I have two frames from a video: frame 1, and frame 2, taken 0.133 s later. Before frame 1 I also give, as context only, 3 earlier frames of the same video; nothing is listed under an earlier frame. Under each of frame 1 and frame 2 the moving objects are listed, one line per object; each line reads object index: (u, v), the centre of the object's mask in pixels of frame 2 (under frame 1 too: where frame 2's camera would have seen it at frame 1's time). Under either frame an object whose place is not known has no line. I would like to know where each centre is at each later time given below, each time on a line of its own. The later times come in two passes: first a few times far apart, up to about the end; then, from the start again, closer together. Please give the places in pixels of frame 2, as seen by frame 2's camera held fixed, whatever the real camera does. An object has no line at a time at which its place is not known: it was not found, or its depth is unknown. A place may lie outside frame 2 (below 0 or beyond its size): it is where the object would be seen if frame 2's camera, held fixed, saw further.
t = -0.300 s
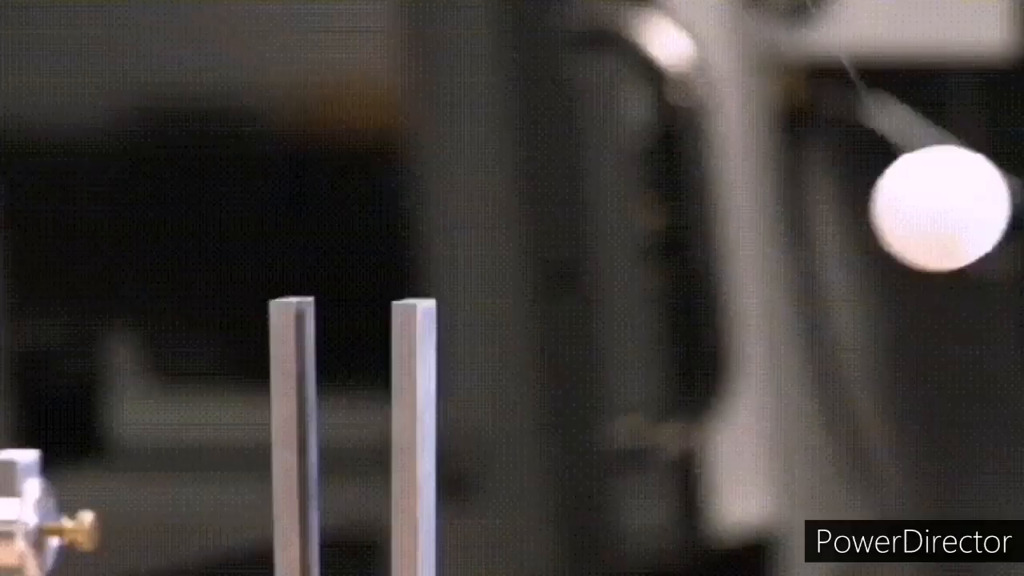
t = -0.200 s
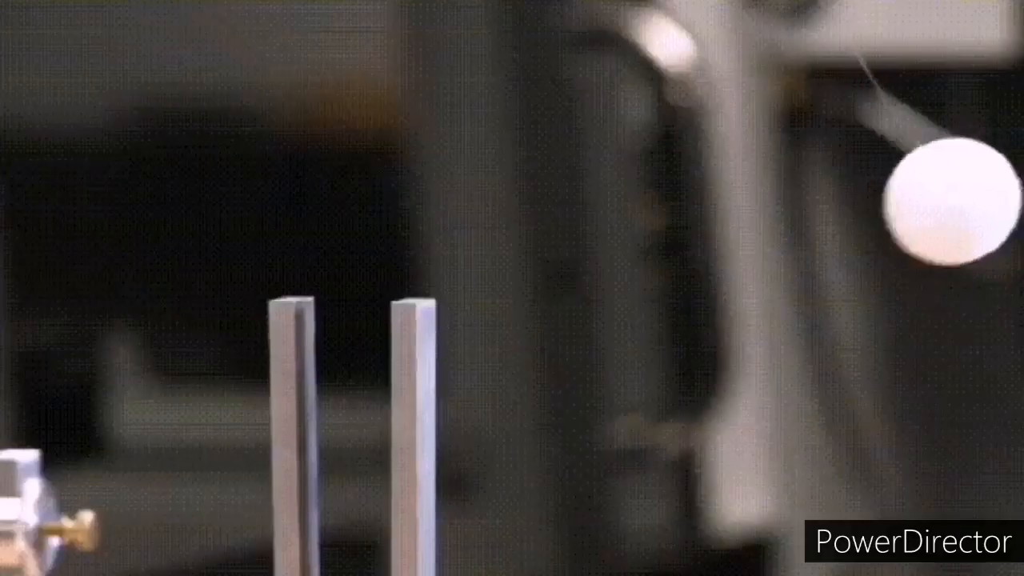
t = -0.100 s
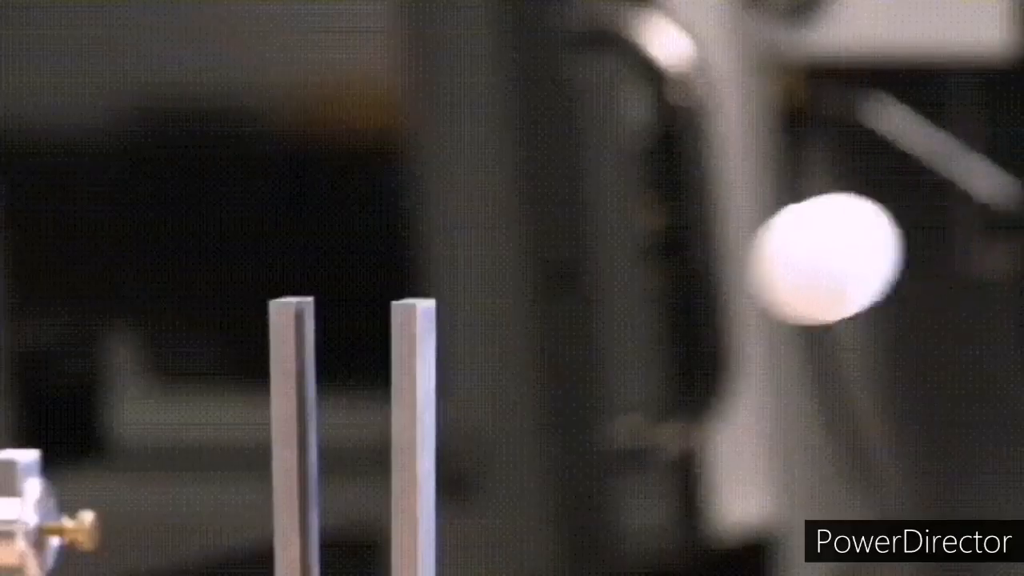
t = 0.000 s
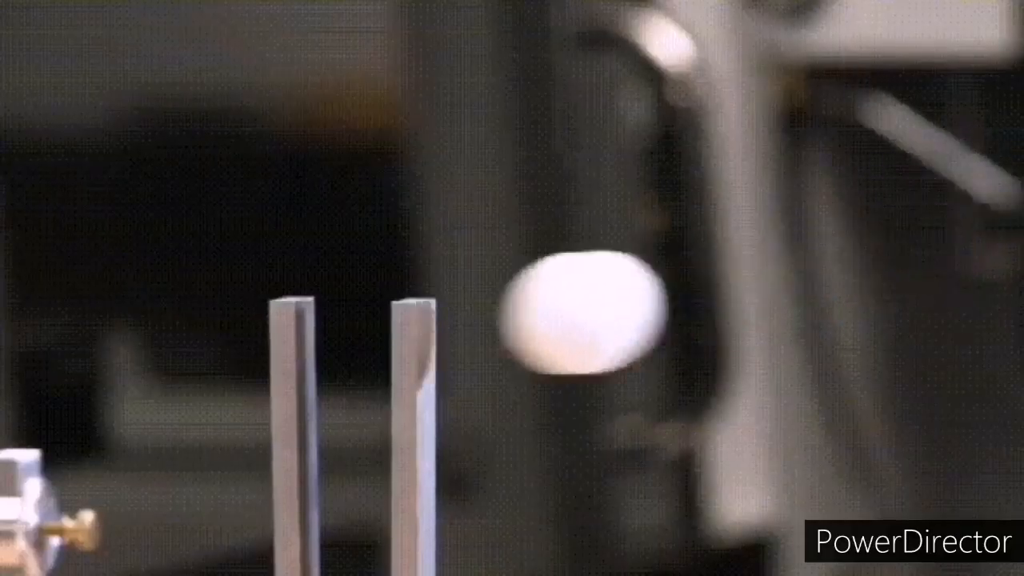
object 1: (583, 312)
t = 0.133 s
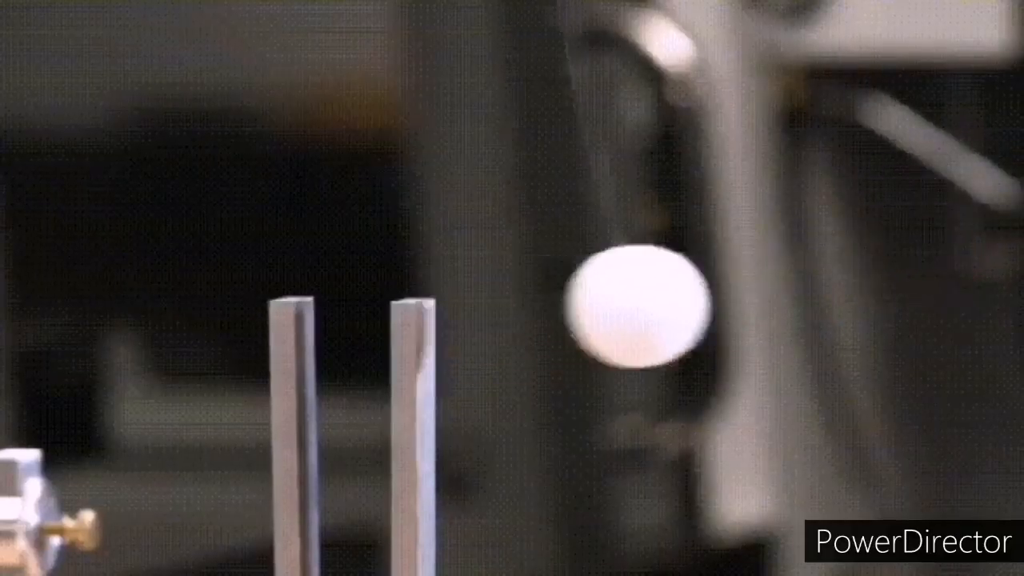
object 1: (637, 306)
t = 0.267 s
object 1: (752, 282)
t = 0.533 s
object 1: (557, 314)
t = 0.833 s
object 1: (822, 259)
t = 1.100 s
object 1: (536, 315)
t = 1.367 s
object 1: (832, 255)
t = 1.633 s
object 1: (565, 314)
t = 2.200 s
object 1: (523, 316)
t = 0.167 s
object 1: (677, 298)
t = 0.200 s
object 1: (711, 292)
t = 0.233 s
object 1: (736, 286)
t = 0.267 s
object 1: (752, 282)
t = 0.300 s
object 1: (758, 280)
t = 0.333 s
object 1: (755, 280)
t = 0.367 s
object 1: (742, 284)
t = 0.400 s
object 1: (720, 290)
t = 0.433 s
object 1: (689, 297)
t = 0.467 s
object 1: (651, 304)
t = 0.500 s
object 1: (606, 310)
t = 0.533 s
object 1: (557, 314)
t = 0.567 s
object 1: (508, 316)
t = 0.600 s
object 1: (532, 315)
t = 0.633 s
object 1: (596, 311)
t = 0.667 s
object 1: (655, 303)
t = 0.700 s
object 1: (708, 292)
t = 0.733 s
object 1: (752, 282)
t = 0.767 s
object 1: (787, 271)
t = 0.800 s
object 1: (810, 264)
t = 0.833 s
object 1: (822, 259)
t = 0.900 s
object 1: (811, 263)
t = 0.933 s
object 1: (788, 271)
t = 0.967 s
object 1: (754, 281)
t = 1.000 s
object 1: (711, 292)
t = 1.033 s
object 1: (658, 303)
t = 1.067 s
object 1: (600, 311)
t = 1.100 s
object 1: (536, 315)
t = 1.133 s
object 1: (510, 316)
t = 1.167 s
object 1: (576, 313)
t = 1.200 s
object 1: (640, 305)
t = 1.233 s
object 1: (698, 295)
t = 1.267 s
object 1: (747, 283)
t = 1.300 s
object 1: (786, 271)
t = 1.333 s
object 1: (815, 262)
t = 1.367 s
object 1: (832, 255)
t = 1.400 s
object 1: (837, 254)
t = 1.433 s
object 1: (830, 256)
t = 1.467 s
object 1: (811, 263)
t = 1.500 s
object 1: (780, 273)
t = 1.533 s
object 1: (738, 285)
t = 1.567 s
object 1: (688, 297)
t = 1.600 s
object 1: (629, 308)
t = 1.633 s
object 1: (565, 314)
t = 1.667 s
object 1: (502, 315)
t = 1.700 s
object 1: (546, 315)
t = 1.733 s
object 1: (608, 310)
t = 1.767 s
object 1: (664, 302)
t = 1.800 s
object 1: (714, 291)
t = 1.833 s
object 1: (755, 281)
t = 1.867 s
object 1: (787, 271)
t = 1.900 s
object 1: (807, 264)
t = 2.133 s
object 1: (644, 305)
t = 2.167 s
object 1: (585, 313)
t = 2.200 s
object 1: (523, 316)
